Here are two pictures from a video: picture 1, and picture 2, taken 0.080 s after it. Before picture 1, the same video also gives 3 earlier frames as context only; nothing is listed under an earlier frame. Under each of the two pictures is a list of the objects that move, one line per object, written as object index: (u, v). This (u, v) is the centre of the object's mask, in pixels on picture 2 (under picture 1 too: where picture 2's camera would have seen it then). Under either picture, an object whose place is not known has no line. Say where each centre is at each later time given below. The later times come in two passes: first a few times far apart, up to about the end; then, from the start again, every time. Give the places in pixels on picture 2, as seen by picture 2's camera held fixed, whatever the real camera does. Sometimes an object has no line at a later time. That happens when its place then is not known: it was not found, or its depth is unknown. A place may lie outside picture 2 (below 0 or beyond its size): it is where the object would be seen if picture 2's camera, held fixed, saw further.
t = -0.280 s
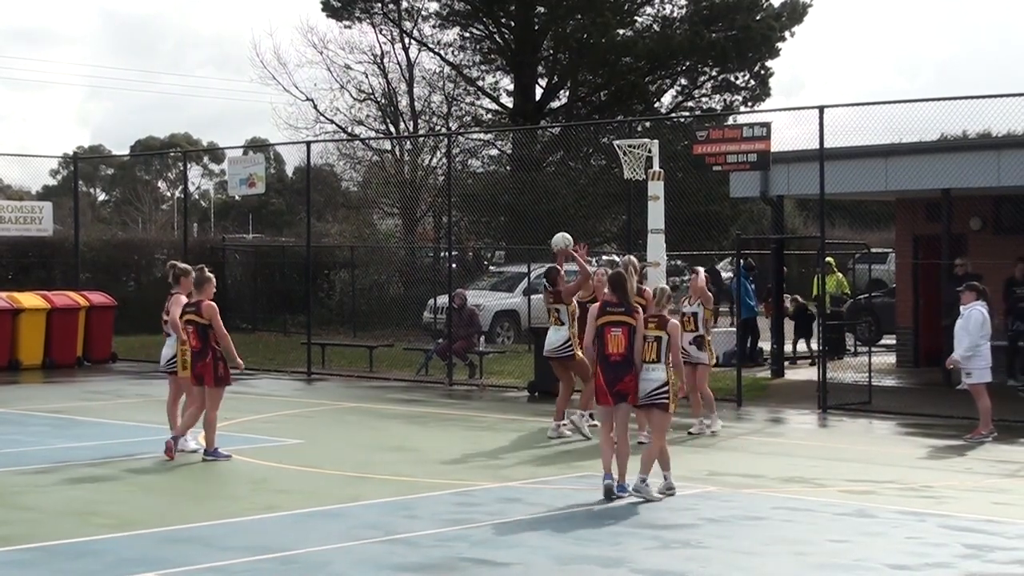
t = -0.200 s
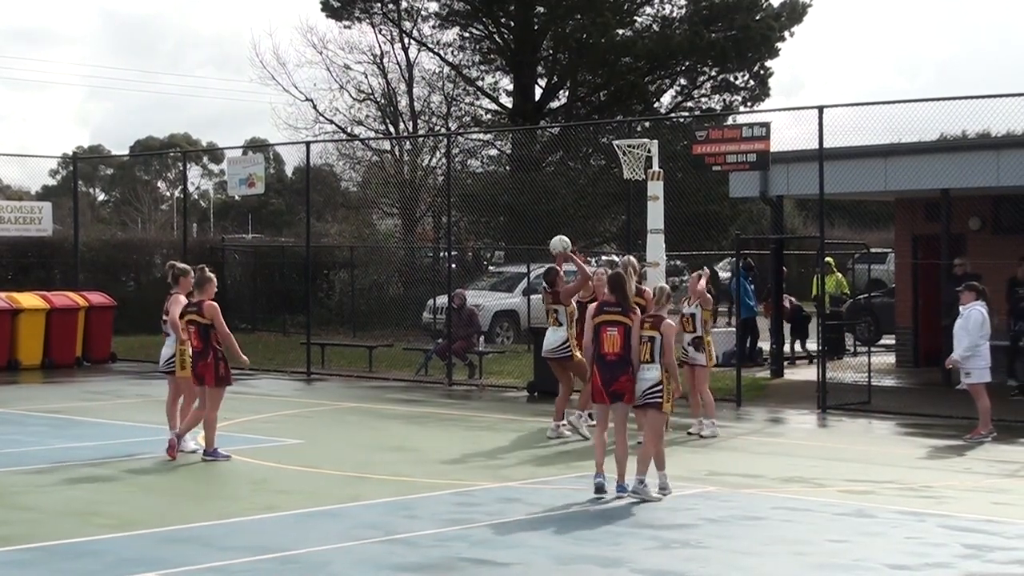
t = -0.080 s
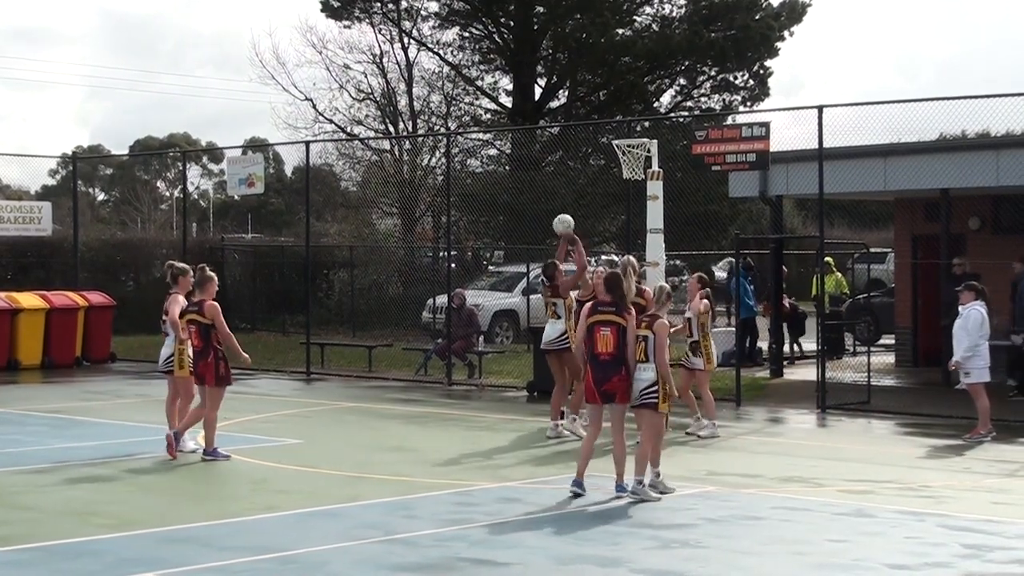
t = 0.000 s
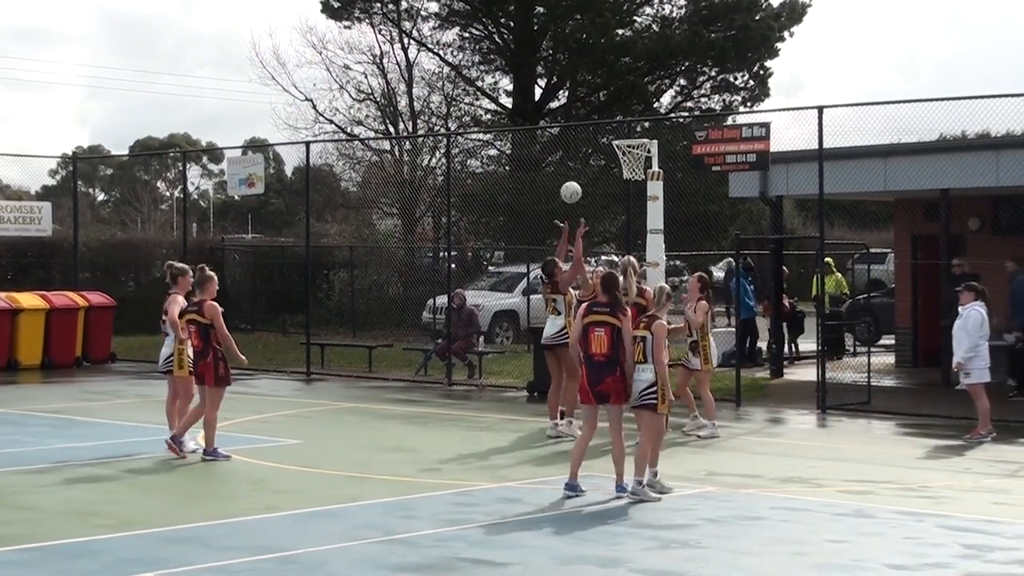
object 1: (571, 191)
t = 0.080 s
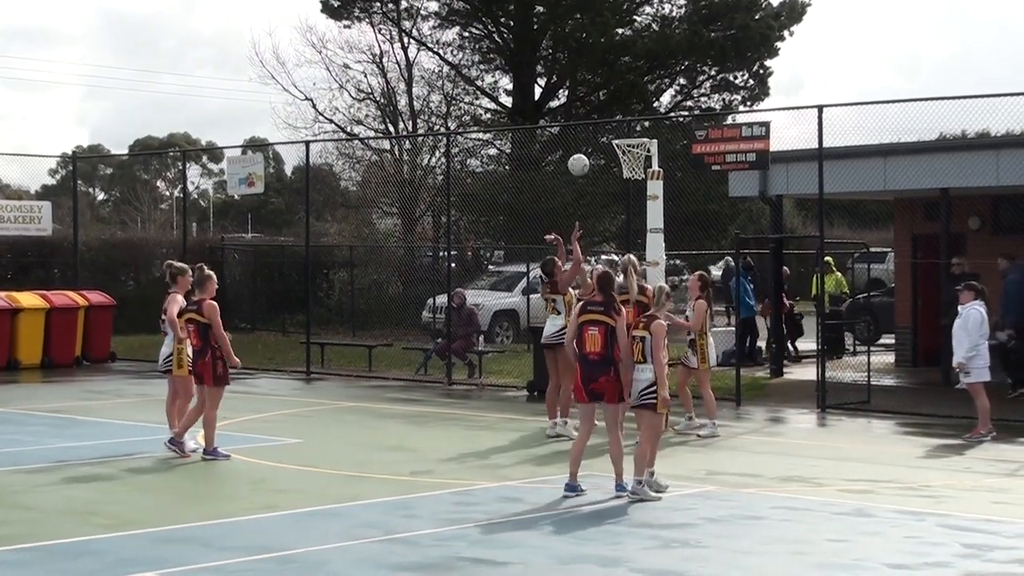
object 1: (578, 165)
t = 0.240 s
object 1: (594, 130)
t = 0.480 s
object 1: (617, 123)
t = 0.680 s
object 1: (635, 157)
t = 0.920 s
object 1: (643, 208)
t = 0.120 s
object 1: (582, 153)
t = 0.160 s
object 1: (586, 144)
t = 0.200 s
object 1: (590, 136)
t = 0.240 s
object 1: (594, 130)
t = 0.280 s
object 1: (598, 125)
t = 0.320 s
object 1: (602, 122)
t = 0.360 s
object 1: (606, 120)
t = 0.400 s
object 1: (609, 120)
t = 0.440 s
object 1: (613, 121)
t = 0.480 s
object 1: (617, 123)
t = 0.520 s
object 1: (621, 127)
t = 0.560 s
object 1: (625, 131)
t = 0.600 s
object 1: (628, 140)
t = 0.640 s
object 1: (629, 150)
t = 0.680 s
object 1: (635, 157)
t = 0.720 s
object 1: (637, 163)
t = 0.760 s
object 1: (638, 169)
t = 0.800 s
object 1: (640, 177)
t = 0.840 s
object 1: (641, 187)
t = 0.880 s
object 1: (642, 198)
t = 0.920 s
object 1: (643, 208)
